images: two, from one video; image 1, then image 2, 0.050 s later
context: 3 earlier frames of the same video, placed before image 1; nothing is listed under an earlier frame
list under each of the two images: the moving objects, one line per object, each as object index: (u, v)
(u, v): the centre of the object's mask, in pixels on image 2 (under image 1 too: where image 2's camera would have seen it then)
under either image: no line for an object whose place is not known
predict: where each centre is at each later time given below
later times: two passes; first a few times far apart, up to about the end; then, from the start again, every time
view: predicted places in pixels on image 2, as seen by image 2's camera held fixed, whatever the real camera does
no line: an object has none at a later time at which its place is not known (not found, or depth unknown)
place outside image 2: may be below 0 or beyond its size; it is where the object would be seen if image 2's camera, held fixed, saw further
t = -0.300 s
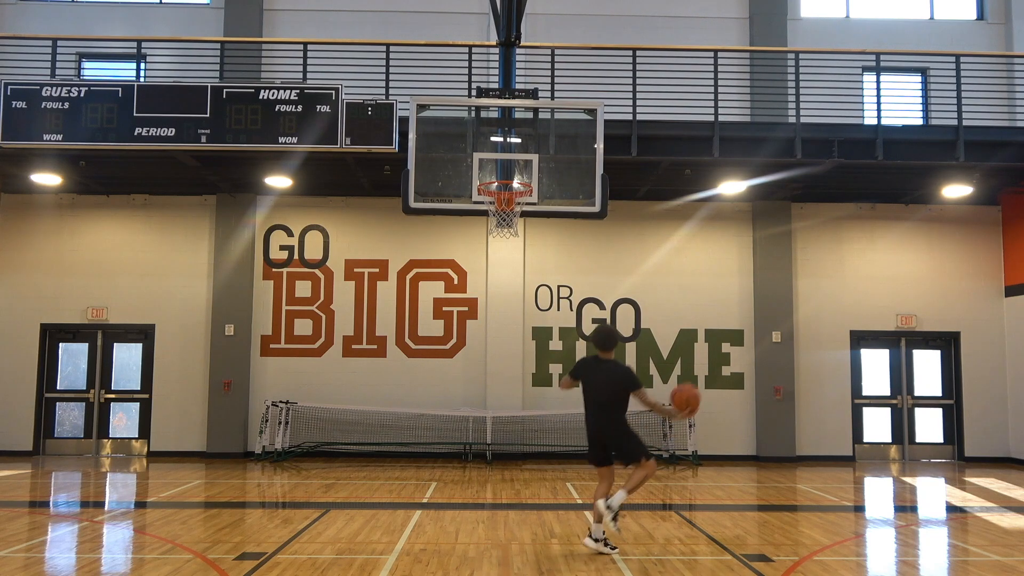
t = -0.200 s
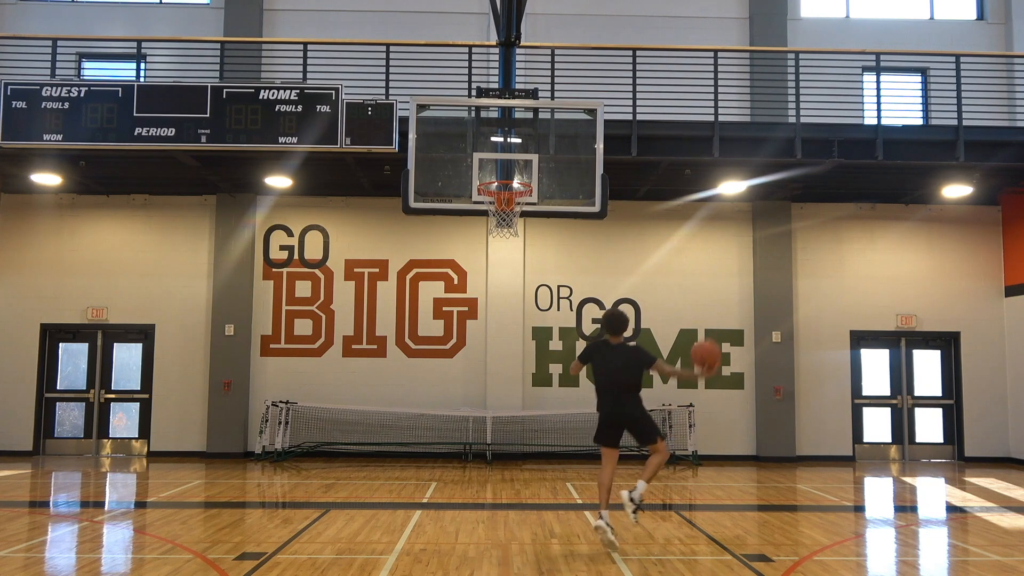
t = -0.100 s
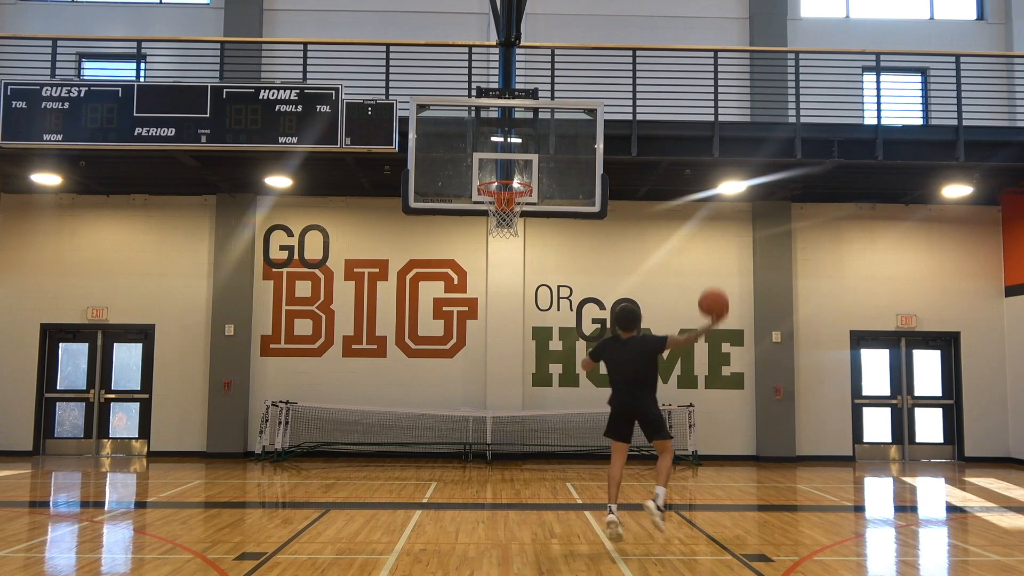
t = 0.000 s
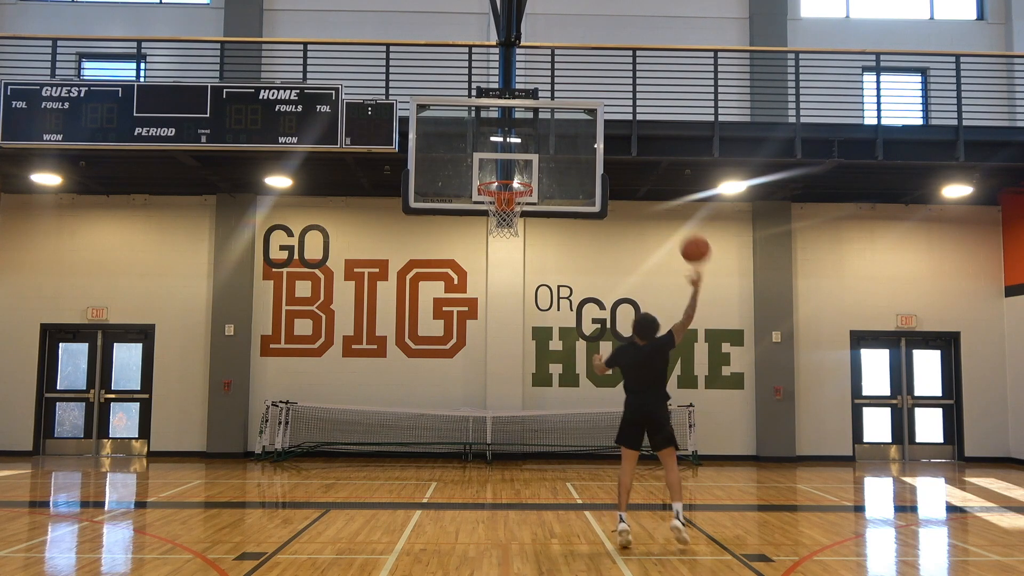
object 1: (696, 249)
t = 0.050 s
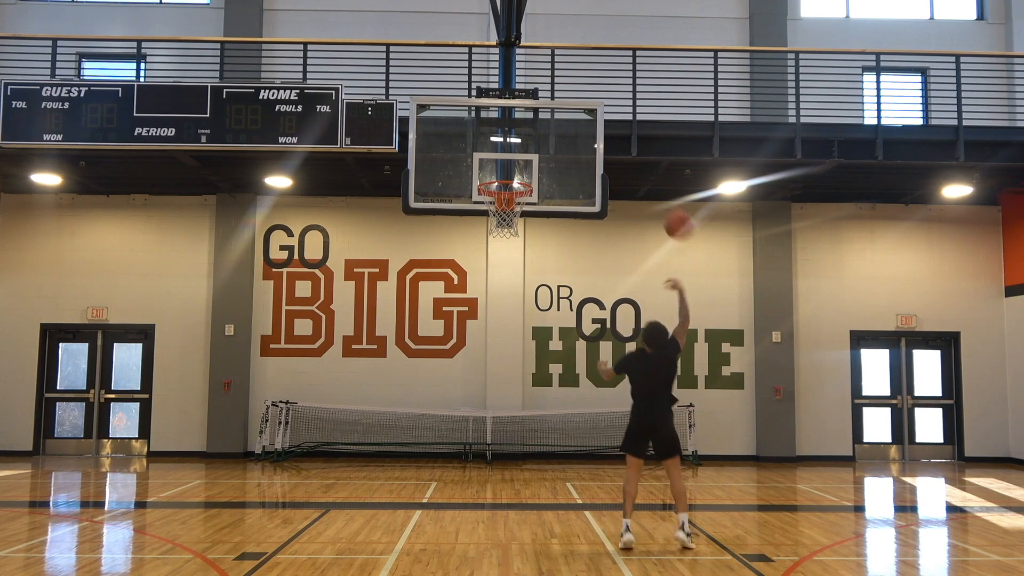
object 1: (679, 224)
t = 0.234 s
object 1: (622, 165)
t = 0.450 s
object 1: (563, 144)
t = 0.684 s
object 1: (524, 169)
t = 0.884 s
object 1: (502, 227)
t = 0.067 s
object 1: (673, 217)
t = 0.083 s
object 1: (668, 210)
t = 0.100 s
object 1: (663, 203)
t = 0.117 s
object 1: (656, 195)
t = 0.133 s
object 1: (652, 191)
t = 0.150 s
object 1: (647, 186)
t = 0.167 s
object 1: (642, 181)
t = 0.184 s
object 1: (637, 177)
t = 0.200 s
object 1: (632, 172)
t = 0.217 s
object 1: (627, 168)
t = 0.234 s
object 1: (622, 165)
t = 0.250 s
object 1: (618, 161)
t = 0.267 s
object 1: (614, 158)
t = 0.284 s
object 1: (609, 155)
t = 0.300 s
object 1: (604, 153)
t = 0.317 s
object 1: (599, 150)
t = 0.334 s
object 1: (594, 148)
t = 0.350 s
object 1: (589, 147)
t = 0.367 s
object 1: (585, 146)
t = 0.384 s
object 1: (580, 144)
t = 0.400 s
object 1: (576, 144)
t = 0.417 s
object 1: (572, 144)
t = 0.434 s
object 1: (568, 143)
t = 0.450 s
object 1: (563, 144)
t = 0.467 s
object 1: (559, 144)
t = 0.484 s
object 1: (555, 145)
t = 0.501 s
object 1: (551, 146)
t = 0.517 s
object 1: (546, 148)
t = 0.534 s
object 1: (542, 149)
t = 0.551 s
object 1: (539, 151)
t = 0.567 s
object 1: (538, 152)
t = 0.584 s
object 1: (536, 154)
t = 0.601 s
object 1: (534, 155)
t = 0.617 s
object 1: (532, 157)
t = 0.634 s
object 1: (530, 160)
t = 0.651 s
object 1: (528, 163)
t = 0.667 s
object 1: (526, 166)
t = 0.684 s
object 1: (524, 169)
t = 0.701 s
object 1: (522, 172)
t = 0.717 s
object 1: (521, 174)
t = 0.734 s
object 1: (519, 175)
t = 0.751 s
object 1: (517, 178)
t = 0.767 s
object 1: (510, 186)
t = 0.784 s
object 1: (518, 193)
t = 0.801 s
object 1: (512, 202)
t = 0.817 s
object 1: (508, 209)
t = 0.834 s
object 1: (506, 212)
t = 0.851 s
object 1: (506, 218)
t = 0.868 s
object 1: (504, 224)
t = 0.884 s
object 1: (502, 227)
